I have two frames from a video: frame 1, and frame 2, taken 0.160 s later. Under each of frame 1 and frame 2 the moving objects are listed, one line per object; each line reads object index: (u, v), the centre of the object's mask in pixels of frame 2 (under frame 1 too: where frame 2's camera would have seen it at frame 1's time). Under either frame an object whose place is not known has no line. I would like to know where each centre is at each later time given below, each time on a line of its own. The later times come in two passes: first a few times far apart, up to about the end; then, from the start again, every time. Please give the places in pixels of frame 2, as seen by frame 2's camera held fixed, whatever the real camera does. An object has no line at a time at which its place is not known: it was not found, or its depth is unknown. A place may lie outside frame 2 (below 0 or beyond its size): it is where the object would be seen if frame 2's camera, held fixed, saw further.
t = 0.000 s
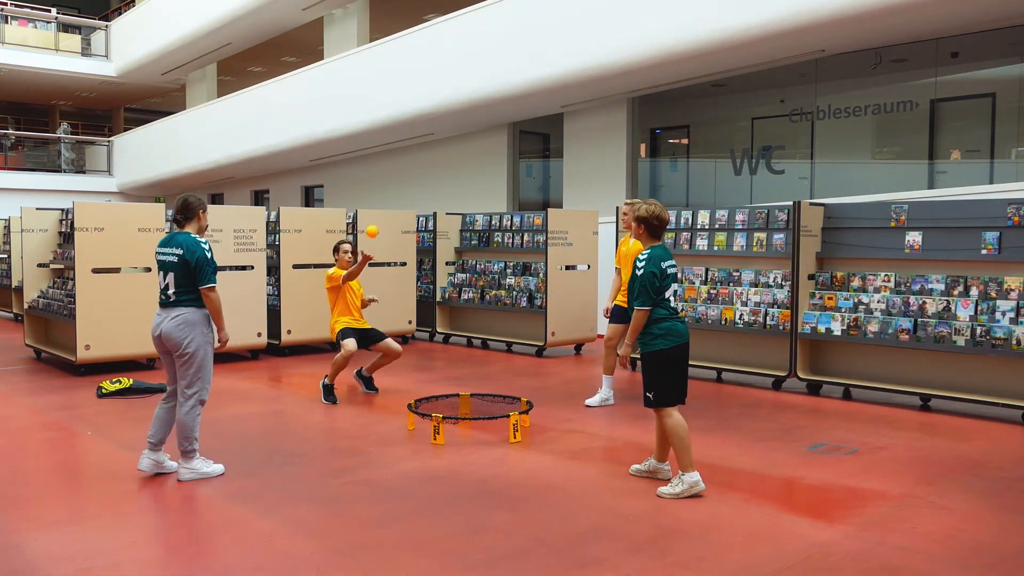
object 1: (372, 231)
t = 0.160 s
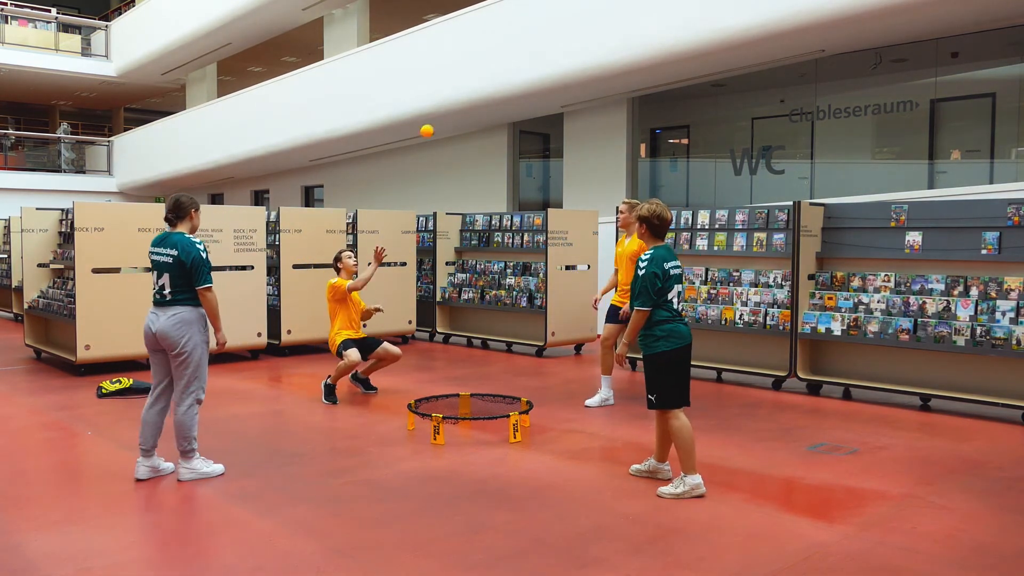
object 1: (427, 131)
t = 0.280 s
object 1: (467, 76)
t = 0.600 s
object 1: (574, 13)
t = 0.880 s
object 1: (665, 60)
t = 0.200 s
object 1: (440, 111)
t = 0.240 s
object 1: (454, 92)
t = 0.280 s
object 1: (467, 76)
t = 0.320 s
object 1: (481, 61)
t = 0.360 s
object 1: (494, 49)
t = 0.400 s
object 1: (508, 38)
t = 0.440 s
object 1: (521, 29)
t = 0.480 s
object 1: (534, 22)
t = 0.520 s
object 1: (548, 17)
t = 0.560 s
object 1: (561, 14)
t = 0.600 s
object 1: (574, 13)
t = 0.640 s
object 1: (587, 14)
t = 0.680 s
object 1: (600, 17)
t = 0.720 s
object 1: (613, 21)
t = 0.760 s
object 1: (626, 28)
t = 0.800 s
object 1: (639, 37)
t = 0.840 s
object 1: (652, 47)
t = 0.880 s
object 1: (665, 60)
